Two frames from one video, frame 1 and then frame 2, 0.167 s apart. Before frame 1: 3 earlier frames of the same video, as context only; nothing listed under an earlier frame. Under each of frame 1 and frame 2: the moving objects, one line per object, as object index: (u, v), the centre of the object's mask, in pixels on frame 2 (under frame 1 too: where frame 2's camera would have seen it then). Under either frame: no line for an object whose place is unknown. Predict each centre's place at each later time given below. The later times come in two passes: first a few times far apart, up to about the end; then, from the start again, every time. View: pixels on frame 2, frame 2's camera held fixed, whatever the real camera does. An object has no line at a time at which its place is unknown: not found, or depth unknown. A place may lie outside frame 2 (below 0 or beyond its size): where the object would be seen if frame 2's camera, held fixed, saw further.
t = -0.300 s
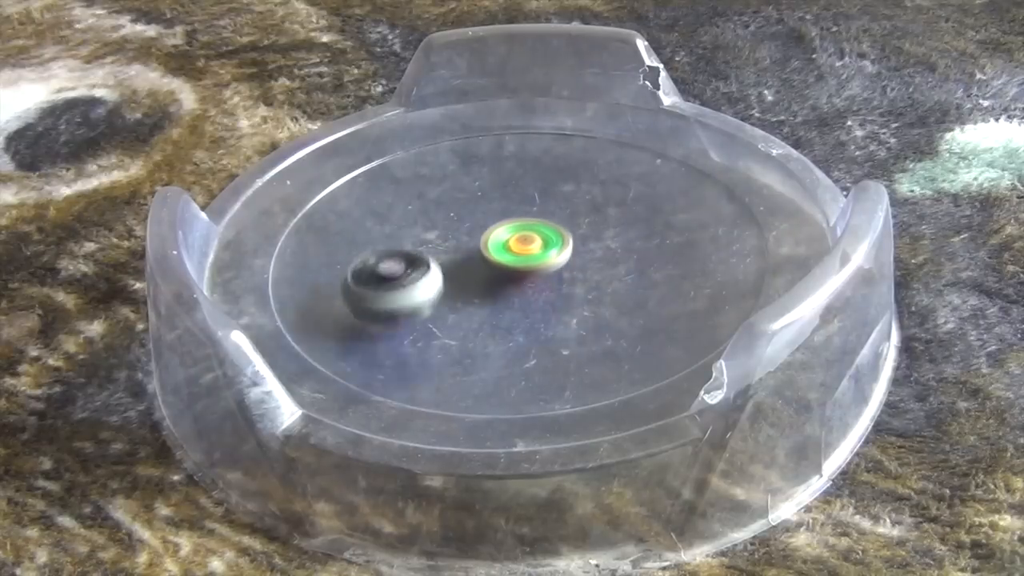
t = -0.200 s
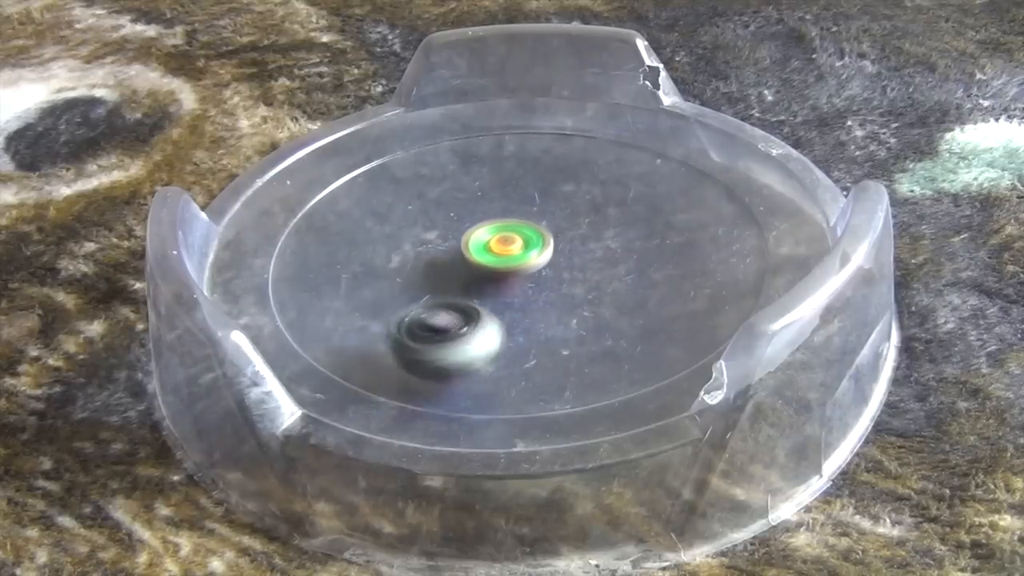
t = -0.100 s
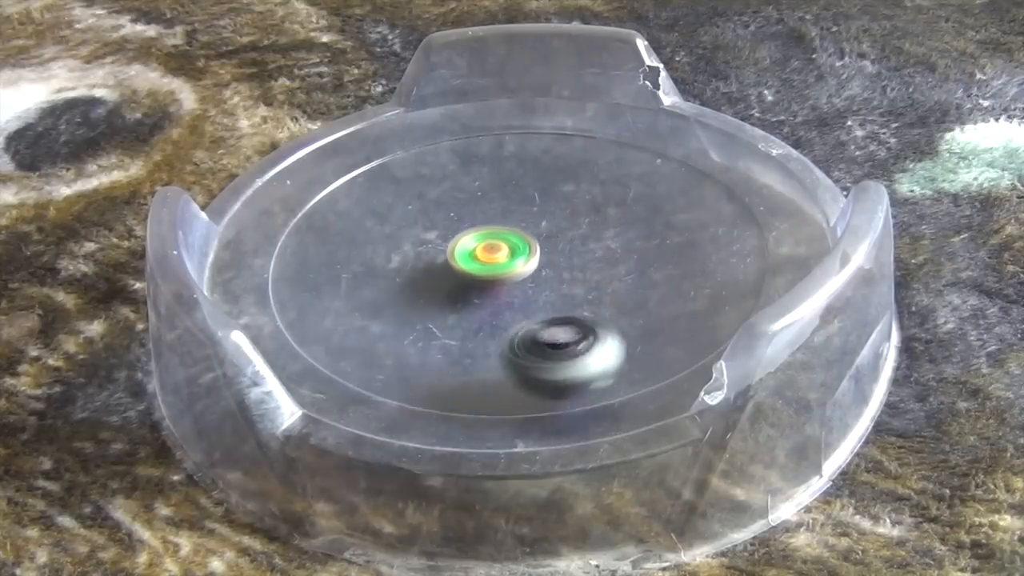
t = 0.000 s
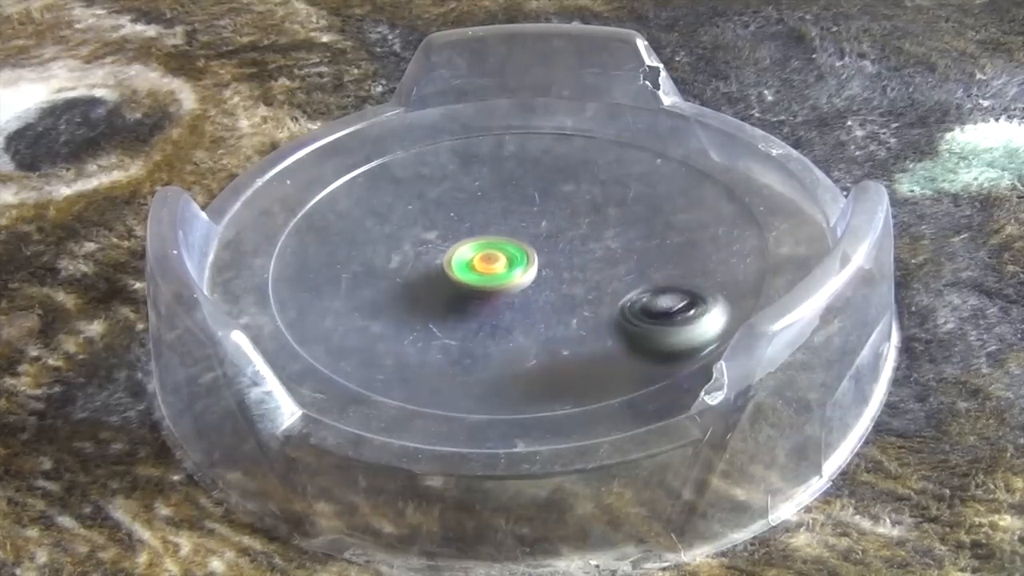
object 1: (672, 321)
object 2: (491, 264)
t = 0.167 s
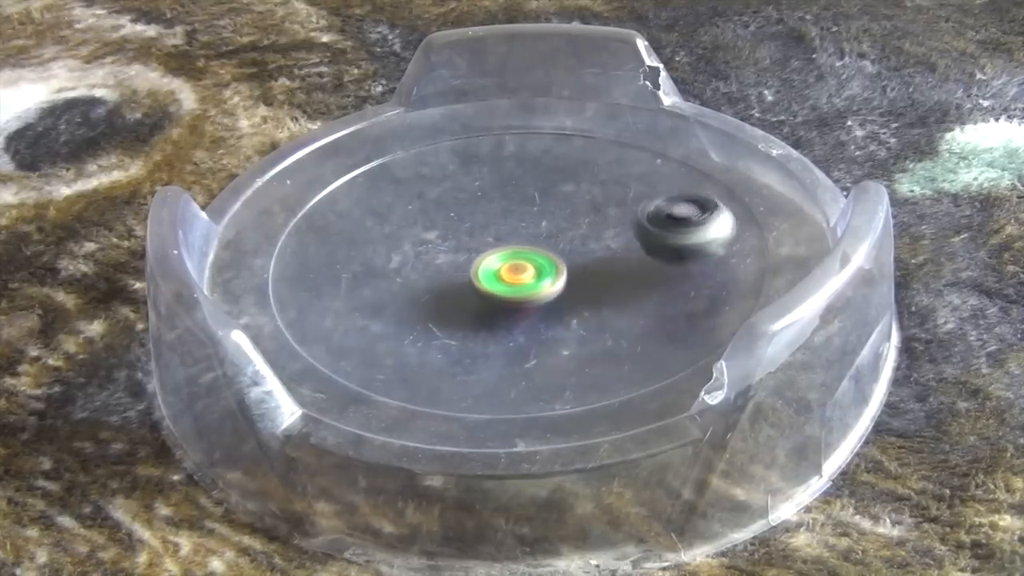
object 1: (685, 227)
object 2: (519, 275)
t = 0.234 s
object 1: (637, 201)
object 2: (533, 271)
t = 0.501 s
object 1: (370, 216)
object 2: (533, 243)
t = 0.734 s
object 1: (381, 335)
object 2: (493, 250)
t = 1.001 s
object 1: (638, 263)
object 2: (511, 276)
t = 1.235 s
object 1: (526, 154)
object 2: (549, 257)
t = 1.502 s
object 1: (339, 225)
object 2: (518, 242)
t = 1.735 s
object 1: (542, 313)
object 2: (492, 256)
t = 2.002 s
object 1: (674, 174)
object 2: (529, 269)
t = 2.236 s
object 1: (497, 147)
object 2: (542, 248)
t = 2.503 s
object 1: (439, 299)
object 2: (506, 246)
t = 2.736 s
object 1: (680, 297)
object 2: (508, 266)
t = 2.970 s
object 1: (664, 188)
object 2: (541, 264)
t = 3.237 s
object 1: (416, 222)
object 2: (535, 244)
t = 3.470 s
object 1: (421, 340)
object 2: (508, 255)
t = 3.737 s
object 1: (647, 276)
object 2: (528, 266)
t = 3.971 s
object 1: (524, 180)
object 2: (534, 255)
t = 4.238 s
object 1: (333, 239)
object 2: (517, 257)
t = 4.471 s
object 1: (512, 319)
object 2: (522, 261)
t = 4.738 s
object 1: (637, 188)
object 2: (528, 261)
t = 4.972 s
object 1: (475, 150)
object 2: (524, 260)
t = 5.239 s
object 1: (443, 292)
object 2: (521, 260)
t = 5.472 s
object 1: (671, 277)
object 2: (523, 261)
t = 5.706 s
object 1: (645, 174)
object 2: (522, 260)
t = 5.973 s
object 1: (429, 230)
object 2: (519, 259)
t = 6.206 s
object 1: (477, 339)
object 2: (515, 262)
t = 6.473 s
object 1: (658, 259)
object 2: (522, 260)
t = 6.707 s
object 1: (507, 192)
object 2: (524, 257)
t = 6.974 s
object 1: (348, 266)
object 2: (519, 255)
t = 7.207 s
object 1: (539, 315)
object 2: (515, 258)
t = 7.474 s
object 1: (601, 188)
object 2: (525, 259)
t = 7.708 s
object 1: (441, 171)
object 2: (522, 254)
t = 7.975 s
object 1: (469, 297)
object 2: (525, 255)
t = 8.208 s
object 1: (667, 253)
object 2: (523, 256)
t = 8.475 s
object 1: (573, 171)
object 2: (524, 255)
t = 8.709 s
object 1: (432, 251)
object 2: (524, 256)
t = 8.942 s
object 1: (537, 332)
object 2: (524, 256)
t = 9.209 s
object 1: (642, 237)
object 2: (524, 257)
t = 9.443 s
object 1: (510, 173)
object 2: (491, 277)
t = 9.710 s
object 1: (386, 242)
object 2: (526, 274)
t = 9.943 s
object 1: (513, 319)
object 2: (558, 249)
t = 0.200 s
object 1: (662, 213)
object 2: (527, 273)
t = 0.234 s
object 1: (637, 201)
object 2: (533, 271)
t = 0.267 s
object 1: (605, 192)
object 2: (539, 268)
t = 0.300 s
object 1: (571, 186)
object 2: (542, 265)
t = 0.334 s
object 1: (536, 183)
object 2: (543, 261)
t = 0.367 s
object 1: (500, 184)
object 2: (544, 257)
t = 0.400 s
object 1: (467, 187)
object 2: (543, 253)
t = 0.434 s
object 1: (432, 193)
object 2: (541, 250)
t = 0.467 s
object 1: (399, 203)
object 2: (537, 246)
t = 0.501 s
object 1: (370, 216)
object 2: (533, 243)
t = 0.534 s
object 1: (348, 231)
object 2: (527, 242)
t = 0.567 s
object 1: (331, 246)
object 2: (520, 241)
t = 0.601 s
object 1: (321, 266)
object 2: (513, 241)
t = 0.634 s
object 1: (322, 286)
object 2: (506, 243)
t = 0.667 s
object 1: (329, 305)
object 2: (501, 245)
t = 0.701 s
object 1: (350, 323)
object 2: (497, 247)
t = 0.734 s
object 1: (381, 335)
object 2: (493, 250)
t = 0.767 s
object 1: (419, 344)
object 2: (490, 254)
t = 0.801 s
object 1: (460, 348)
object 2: (487, 258)
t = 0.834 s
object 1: (504, 345)
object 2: (488, 261)
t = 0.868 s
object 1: (547, 335)
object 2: (490, 265)
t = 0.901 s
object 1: (581, 322)
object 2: (493, 269)
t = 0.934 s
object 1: (611, 304)
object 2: (498, 272)
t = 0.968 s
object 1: (628, 284)
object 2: (504, 273)
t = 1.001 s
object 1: (638, 263)
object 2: (511, 276)
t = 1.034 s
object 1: (639, 243)
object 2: (519, 276)
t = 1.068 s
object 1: (633, 222)
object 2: (527, 274)
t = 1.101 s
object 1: (621, 203)
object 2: (534, 272)
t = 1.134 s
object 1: (604, 187)
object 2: (540, 268)
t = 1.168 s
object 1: (582, 174)
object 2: (545, 266)
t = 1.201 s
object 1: (555, 161)
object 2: (548, 262)
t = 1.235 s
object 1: (526, 154)
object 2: (549, 257)
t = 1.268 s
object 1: (495, 149)
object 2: (548, 254)
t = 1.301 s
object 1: (464, 148)
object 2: (547, 250)
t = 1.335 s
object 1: (433, 150)
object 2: (544, 247)
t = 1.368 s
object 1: (404, 158)
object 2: (540, 245)
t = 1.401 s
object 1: (377, 171)
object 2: (535, 243)
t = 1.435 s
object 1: (357, 185)
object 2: (529, 242)
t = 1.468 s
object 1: (344, 205)
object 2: (523, 242)
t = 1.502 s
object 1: (339, 225)
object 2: (518, 242)
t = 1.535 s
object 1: (342, 247)
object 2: (513, 243)
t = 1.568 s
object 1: (359, 270)
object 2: (508, 244)
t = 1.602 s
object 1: (383, 289)
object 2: (503, 245)
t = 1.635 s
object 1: (419, 303)
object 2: (499, 247)
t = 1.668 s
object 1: (457, 312)
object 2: (496, 250)
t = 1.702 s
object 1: (499, 316)
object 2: (494, 253)
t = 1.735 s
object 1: (542, 313)
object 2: (492, 256)
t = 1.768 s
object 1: (581, 304)
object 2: (492, 260)
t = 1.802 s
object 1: (615, 290)
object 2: (494, 264)
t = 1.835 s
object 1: (645, 272)
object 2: (498, 267)
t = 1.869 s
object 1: (666, 253)
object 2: (504, 269)
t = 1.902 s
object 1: (680, 233)
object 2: (511, 272)
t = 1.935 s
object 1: (685, 212)
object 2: (518, 272)
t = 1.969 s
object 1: (683, 192)
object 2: (523, 271)
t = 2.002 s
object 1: (674, 174)
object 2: (529, 269)
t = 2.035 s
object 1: (659, 159)
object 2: (534, 267)
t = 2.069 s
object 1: (640, 147)
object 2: (538, 265)
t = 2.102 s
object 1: (615, 138)
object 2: (541, 262)
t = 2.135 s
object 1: (589, 134)
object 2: (543, 259)
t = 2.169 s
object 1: (559, 133)
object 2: (543, 255)
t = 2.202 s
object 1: (530, 138)
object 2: (543, 252)
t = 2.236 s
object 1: (497, 147)
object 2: (542, 248)
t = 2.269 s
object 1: (471, 160)
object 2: (540, 245)
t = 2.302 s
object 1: (447, 176)
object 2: (536, 244)
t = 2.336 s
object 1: (426, 194)
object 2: (532, 241)
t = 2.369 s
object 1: (412, 218)
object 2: (526, 241)
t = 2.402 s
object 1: (408, 239)
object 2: (520, 241)
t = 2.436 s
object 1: (411, 262)
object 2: (515, 242)
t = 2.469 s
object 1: (419, 282)
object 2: (509, 243)
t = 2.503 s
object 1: (439, 299)
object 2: (506, 246)
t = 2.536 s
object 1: (463, 314)
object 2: (503, 248)
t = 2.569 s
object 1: (497, 325)
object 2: (502, 252)
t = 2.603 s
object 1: (535, 331)
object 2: (501, 255)
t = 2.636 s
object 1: (577, 330)
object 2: (501, 259)
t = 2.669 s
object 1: (615, 323)
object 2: (503, 262)
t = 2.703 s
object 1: (650, 312)
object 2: (505, 264)
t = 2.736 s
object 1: (680, 297)
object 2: (508, 266)
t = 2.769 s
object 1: (704, 280)
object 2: (512, 267)
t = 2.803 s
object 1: (718, 262)
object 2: (517, 268)
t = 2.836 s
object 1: (723, 244)
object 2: (522, 268)
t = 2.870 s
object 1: (720, 227)
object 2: (527, 268)
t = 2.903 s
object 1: (708, 212)
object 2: (533, 268)
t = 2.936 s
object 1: (690, 199)
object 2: (538, 266)
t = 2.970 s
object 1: (664, 188)
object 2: (541, 264)
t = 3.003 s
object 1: (635, 181)
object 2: (543, 261)
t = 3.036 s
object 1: (603, 178)
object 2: (545, 259)
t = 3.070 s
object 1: (568, 179)
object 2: (546, 256)
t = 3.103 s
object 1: (534, 182)
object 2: (546, 253)
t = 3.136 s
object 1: (500, 189)
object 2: (544, 250)
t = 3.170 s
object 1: (469, 198)
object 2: (542, 248)
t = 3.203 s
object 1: (440, 208)
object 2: (540, 245)
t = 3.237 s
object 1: (416, 222)
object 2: (535, 244)
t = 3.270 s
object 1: (394, 239)
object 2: (531, 244)
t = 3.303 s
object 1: (380, 255)
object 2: (525, 244)
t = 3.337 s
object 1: (372, 274)
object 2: (520, 246)
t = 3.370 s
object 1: (368, 293)
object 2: (515, 247)
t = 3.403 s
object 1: (376, 311)
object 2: (512, 249)
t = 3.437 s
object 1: (394, 327)
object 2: (509, 252)
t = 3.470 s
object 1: (421, 340)
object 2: (508, 255)
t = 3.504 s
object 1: (454, 349)
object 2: (508, 257)
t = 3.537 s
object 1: (491, 353)
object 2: (509, 260)
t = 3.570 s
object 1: (529, 351)
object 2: (510, 262)
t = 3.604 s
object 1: (566, 343)
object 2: (512, 263)
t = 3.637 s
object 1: (598, 329)
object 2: (516, 265)
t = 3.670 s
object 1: (623, 313)
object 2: (521, 266)
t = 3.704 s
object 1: (640, 295)
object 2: (524, 266)
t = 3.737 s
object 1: (647, 276)
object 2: (528, 266)
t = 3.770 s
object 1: (646, 257)
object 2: (532, 266)
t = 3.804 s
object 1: (639, 238)
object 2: (536, 266)
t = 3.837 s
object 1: (625, 223)
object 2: (539, 263)
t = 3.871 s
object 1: (604, 208)
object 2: (538, 261)
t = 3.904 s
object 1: (582, 197)
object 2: (538, 258)
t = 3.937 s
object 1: (554, 187)
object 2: (536, 256)
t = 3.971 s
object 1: (524, 180)
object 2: (534, 255)
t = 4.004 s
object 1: (495, 176)
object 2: (532, 254)
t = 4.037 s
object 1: (464, 174)
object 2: (530, 253)
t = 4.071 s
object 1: (433, 178)
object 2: (528, 253)
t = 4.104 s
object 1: (404, 183)
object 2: (525, 253)
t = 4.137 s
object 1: (379, 193)
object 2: (522, 253)
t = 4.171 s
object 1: (358, 206)
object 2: (519, 254)
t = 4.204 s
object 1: (341, 221)
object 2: (518, 256)
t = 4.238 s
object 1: (333, 239)
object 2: (517, 257)
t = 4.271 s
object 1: (336, 259)
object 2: (516, 259)
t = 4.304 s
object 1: (346, 277)
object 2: (516, 260)
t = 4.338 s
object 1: (367, 295)
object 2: (516, 262)
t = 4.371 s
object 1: (397, 308)
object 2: (517, 263)
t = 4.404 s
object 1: (434, 317)
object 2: (518, 264)
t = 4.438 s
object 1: (474, 320)
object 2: (520, 264)
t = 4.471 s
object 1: (512, 319)
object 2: (522, 261)
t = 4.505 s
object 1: (551, 311)
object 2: (522, 259)
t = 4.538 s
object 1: (585, 298)
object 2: (521, 261)
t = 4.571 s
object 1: (611, 281)
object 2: (524, 262)
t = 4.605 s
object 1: (629, 262)
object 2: (529, 263)
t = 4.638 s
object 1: (641, 244)
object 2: (530, 265)
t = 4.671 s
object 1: (646, 225)
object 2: (530, 263)
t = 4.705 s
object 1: (644, 206)
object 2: (530, 262)
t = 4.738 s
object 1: (637, 188)
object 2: (528, 261)
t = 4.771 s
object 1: (623, 173)
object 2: (528, 260)
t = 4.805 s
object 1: (605, 161)
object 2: (527, 260)
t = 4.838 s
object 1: (583, 150)
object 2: (526, 260)
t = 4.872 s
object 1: (557, 143)
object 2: (525, 260)
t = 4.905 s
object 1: (530, 141)
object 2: (524, 260)
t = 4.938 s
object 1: (502, 144)
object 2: (524, 260)
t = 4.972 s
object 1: (475, 150)
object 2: (524, 260)
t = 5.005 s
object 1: (449, 161)
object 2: (523, 261)
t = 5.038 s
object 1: (427, 176)
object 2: (523, 260)
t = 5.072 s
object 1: (410, 194)
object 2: (523, 261)
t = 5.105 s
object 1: (402, 213)
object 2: (522, 261)
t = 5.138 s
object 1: (399, 235)
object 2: (522, 261)
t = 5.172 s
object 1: (409, 256)
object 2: (521, 261)
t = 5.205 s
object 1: (420, 275)
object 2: (520, 261)
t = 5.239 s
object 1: (443, 292)
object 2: (521, 260)
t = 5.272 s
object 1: (472, 305)
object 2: (522, 259)
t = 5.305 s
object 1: (504, 312)
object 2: (519, 258)
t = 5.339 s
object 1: (539, 315)
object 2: (517, 259)
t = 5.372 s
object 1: (577, 312)
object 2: (518, 262)
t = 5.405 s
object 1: (613, 304)
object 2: (520, 263)
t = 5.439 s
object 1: (645, 292)
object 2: (522, 262)
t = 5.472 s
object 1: (671, 277)
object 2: (523, 261)
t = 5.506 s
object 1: (690, 260)
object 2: (523, 261)
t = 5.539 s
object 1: (701, 242)
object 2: (523, 261)
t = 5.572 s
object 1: (704, 224)
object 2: (523, 261)
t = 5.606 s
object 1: (700, 209)
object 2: (523, 261)
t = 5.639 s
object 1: (688, 194)
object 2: (523, 260)
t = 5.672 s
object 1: (670, 183)
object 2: (523, 260)
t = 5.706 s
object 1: (645, 174)
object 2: (522, 260)
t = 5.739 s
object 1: (617, 170)
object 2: (522, 260)
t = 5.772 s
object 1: (589, 170)
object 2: (522, 260)
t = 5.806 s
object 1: (557, 172)
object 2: (521, 260)
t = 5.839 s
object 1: (525, 179)
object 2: (521, 260)
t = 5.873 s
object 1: (497, 189)
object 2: (520, 260)
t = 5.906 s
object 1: (469, 201)
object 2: (520, 260)
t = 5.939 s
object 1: (446, 215)
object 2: (520, 260)
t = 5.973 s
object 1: (429, 230)
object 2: (519, 259)
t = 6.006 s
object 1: (415, 248)
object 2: (518, 260)
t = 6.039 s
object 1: (408, 266)
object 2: (517, 260)
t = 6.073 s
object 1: (405, 286)
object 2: (516, 260)
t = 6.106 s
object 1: (410, 303)
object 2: (516, 260)
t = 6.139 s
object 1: (426, 319)
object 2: (516, 261)
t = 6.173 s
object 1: (448, 330)
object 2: (515, 262)
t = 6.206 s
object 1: (477, 339)
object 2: (515, 262)
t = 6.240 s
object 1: (511, 343)
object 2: (515, 262)
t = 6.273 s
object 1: (547, 343)
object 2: (515, 263)
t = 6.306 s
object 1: (582, 337)
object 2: (516, 263)
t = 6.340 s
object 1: (611, 325)
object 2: (518, 263)
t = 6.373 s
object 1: (635, 310)
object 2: (519, 263)
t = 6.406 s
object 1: (652, 294)
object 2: (521, 261)
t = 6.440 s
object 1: (659, 276)
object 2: (522, 261)
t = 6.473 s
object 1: (658, 259)
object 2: (522, 260)
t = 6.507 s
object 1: (650, 243)
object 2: (522, 262)
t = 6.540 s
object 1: (635, 228)
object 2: (522, 262)
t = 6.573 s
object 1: (616, 216)
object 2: (523, 261)
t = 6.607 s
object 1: (591, 205)
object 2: (524, 259)
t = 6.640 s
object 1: (564, 197)
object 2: (525, 258)
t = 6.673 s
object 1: (535, 194)
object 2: (524, 258)
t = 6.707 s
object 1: (507, 192)
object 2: (524, 257)
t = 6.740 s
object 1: (477, 192)
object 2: (522, 256)
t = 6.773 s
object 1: (449, 194)
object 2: (522, 255)
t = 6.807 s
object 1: (421, 202)
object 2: (522, 255)
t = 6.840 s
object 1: (396, 208)
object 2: (521, 255)
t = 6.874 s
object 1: (374, 220)
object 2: (521, 255)
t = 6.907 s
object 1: (358, 234)
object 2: (520, 255)
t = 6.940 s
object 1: (349, 249)
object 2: (519, 255)
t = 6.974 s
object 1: (348, 266)
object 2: (519, 255)
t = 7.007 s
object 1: (355, 283)
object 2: (518, 256)
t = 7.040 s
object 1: (372, 300)
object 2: (517, 256)
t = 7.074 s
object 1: (398, 311)
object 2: (516, 257)
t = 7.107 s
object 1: (431, 319)
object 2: (514, 258)
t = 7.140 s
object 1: (467, 322)
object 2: (514, 259)
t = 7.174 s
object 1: (504, 322)
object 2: (515, 259)
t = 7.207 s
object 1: (539, 315)
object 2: (515, 258)
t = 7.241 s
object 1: (569, 304)
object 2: (514, 257)
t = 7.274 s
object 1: (594, 288)
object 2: (514, 258)
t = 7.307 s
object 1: (609, 272)
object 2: (516, 259)
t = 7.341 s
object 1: (619, 254)
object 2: (519, 261)
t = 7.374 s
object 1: (623, 236)
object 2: (520, 262)
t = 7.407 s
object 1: (621, 218)
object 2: (523, 260)
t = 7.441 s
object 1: (613, 202)
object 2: (524, 259)
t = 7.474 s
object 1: (601, 188)
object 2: (525, 259)
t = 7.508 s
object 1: (585, 175)
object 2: (525, 258)
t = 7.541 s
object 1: (564, 165)
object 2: (525, 257)
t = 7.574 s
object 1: (540, 159)
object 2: (524, 256)
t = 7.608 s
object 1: (516, 156)
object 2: (524, 254)
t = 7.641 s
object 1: (489, 157)
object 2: (524, 254)
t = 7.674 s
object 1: (464, 162)
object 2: (523, 254)
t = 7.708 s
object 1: (441, 171)
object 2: (522, 254)
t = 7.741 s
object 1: (423, 182)
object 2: (521, 254)
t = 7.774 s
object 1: (406, 199)
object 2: (519, 254)
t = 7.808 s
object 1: (399, 215)
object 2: (519, 254)
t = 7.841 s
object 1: (397, 236)
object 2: (520, 254)
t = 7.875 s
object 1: (406, 253)
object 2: (521, 254)
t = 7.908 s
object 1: (421, 271)
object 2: (521, 255)
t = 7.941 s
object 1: (442, 284)
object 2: (523, 255)
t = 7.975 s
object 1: (469, 297)
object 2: (525, 255)
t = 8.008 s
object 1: (498, 303)
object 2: (524, 253)
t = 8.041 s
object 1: (534, 305)
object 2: (520, 252)
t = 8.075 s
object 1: (568, 302)
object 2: (520, 254)
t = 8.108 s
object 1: (600, 294)
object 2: (522, 256)
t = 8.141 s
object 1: (628, 282)
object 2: (524, 257)
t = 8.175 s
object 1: (651, 268)
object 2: (523, 257)
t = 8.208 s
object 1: (667, 253)
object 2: (523, 256)
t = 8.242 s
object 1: (677, 236)
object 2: (523, 256)
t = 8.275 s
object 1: (680, 220)
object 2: (525, 256)
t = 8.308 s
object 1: (676, 205)
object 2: (526, 256)
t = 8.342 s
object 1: (664, 191)
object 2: (526, 255)
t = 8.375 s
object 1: (648, 181)
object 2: (525, 255)
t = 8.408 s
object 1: (627, 174)
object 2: (524, 254)
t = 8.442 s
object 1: (602, 171)
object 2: (524, 254)
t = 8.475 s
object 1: (573, 171)
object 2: (524, 255)
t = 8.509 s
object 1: (546, 174)
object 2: (524, 255)
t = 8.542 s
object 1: (519, 181)
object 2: (524, 256)
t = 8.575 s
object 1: (494, 192)
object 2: (524, 256)
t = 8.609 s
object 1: (471, 205)
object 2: (524, 256)
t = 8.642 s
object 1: (453, 217)
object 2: (525, 256)
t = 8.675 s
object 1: (438, 235)
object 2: (525, 255)
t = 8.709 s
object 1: (432, 251)
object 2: (524, 256)
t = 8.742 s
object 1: (427, 269)
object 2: (524, 256)
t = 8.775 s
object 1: (429, 285)
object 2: (524, 255)
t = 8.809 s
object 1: (439, 299)
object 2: (524, 255)
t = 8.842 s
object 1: (455, 311)
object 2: (524, 256)
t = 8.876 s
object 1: (478, 323)
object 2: (524, 256)
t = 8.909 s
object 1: (506, 330)
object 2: (524, 256)
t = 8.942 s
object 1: (537, 332)
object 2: (524, 256)
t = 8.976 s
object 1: (569, 328)
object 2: (525, 256)
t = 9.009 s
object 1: (599, 321)
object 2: (525, 256)
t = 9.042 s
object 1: (625, 310)
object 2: (525, 256)
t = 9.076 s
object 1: (642, 297)
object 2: (525, 256)
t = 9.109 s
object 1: (654, 281)
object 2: (525, 256)
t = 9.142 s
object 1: (656, 265)
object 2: (525, 255)
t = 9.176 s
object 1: (653, 251)
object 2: (524, 254)
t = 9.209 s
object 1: (642, 237)
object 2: (524, 257)
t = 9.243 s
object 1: (626, 226)
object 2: (525, 257)
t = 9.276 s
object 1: (605, 215)
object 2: (525, 256)
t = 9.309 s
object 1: (581, 206)
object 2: (522, 258)
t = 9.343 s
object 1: (569, 193)
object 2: (509, 263)
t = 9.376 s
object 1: (554, 185)
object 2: (497, 270)
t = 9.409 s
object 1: (533, 178)
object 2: (491, 274)
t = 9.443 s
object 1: (510, 173)
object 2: (491, 277)
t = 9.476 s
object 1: (488, 172)
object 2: (496, 278)
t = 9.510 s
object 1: (464, 172)
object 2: (501, 279)
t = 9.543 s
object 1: (439, 177)
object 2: (506, 279)
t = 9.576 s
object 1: (420, 184)
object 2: (510, 278)
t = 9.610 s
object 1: (401, 197)
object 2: (515, 278)
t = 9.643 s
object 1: (389, 210)
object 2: (519, 276)
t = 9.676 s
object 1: (384, 226)
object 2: (523, 275)
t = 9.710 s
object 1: (386, 242)
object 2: (526, 274)
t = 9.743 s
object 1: (394, 260)
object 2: (528, 272)
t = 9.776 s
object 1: (411, 274)
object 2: (530, 271)
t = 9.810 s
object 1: (435, 286)
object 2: (532, 269)
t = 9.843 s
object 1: (460, 295)
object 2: (537, 266)
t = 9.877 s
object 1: (482, 301)
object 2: (543, 260)
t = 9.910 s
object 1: (497, 313)
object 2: (550, 254)
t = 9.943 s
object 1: (513, 319)
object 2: (558, 249)
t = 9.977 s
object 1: (537, 322)
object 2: (560, 245)
